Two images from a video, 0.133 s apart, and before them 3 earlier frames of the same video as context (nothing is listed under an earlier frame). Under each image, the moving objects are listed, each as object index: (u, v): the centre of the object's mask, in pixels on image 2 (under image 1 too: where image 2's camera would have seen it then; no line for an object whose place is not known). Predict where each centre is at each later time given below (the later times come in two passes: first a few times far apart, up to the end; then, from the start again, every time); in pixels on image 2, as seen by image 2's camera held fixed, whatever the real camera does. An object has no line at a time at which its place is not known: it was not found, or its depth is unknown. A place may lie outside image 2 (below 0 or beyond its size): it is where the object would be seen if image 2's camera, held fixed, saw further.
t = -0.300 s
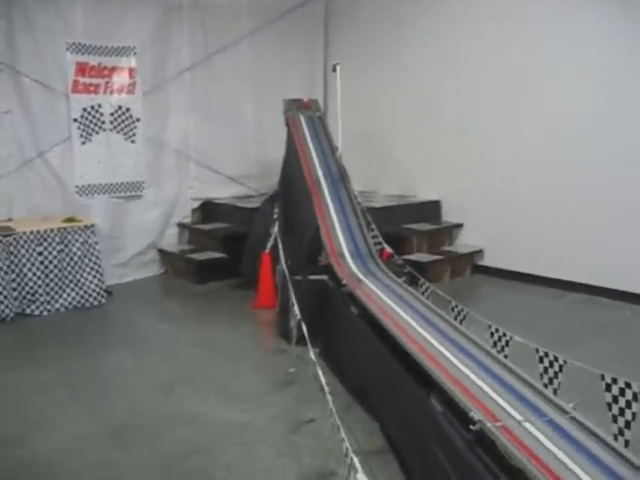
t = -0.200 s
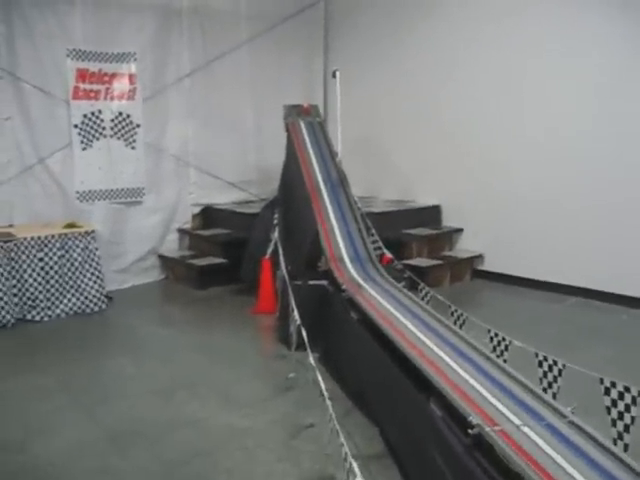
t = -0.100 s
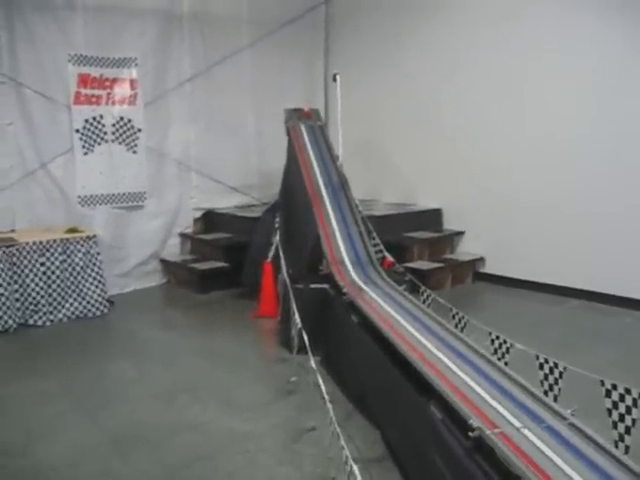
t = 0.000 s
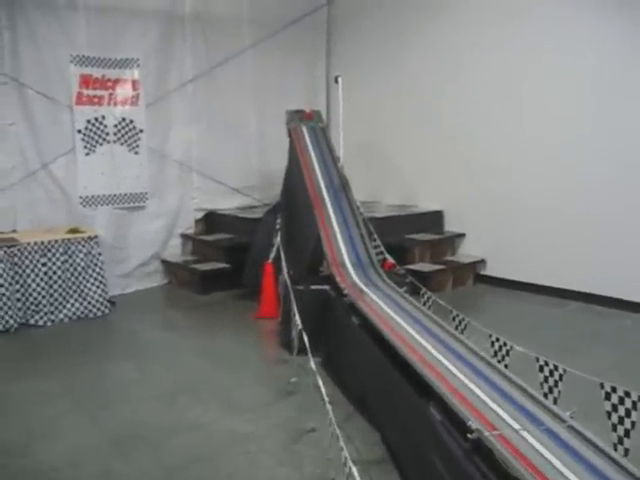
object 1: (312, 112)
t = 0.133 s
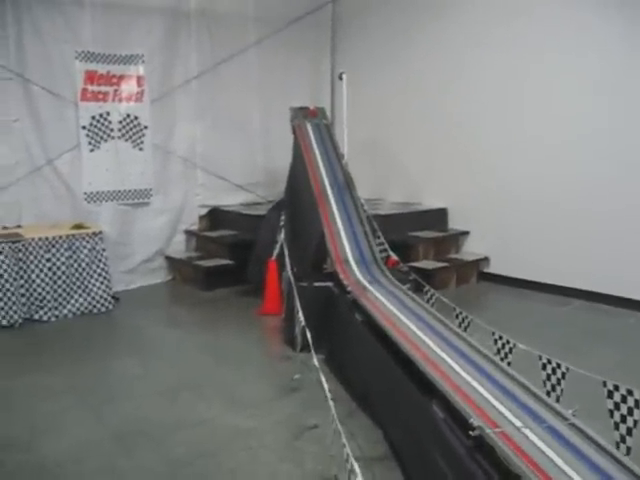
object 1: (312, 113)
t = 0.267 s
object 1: (312, 113)
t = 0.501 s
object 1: (317, 128)
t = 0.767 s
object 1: (327, 160)
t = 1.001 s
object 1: (345, 209)
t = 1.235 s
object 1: (374, 278)
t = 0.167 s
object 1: (312, 113)
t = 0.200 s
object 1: (312, 113)
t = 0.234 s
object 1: (312, 113)
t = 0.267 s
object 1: (312, 113)
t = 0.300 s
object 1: (312, 113)
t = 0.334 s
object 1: (312, 115)
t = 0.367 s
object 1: (313, 116)
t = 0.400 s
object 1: (314, 119)
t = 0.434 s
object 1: (315, 120)
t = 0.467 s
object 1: (316, 126)
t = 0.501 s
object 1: (317, 128)
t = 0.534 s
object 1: (318, 131)
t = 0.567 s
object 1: (318, 134)
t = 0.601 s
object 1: (320, 138)
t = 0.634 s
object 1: (322, 141)
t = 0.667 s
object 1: (323, 145)
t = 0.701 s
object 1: (325, 150)
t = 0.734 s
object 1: (326, 155)
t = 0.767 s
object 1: (327, 160)
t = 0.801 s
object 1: (329, 165)
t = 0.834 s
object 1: (332, 172)
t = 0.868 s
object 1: (333, 177)
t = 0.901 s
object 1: (336, 185)
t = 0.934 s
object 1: (339, 192)
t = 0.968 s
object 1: (342, 200)
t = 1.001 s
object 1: (345, 209)
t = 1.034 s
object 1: (348, 219)
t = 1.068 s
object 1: (351, 229)
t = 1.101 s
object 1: (355, 239)
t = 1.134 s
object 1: (359, 250)
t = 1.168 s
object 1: (363, 261)
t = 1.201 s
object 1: (369, 270)
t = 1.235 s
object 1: (374, 278)
